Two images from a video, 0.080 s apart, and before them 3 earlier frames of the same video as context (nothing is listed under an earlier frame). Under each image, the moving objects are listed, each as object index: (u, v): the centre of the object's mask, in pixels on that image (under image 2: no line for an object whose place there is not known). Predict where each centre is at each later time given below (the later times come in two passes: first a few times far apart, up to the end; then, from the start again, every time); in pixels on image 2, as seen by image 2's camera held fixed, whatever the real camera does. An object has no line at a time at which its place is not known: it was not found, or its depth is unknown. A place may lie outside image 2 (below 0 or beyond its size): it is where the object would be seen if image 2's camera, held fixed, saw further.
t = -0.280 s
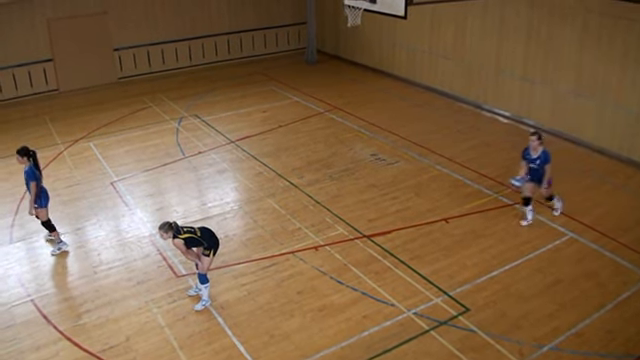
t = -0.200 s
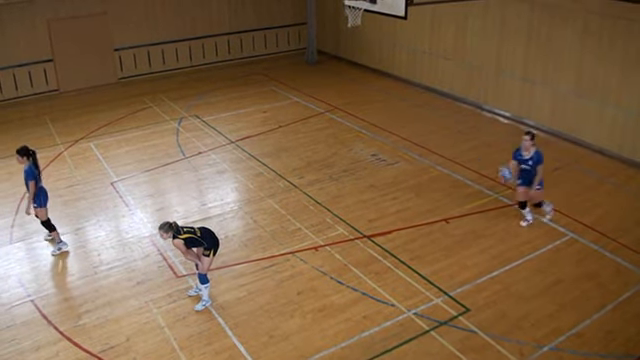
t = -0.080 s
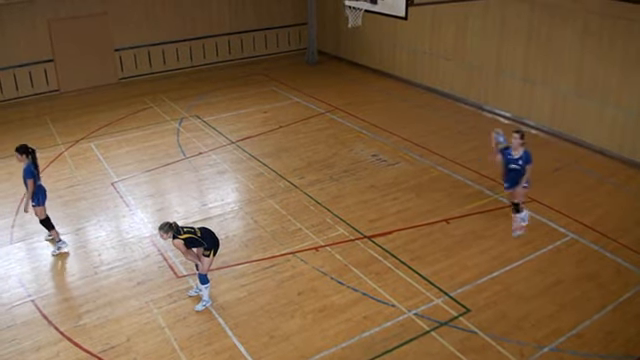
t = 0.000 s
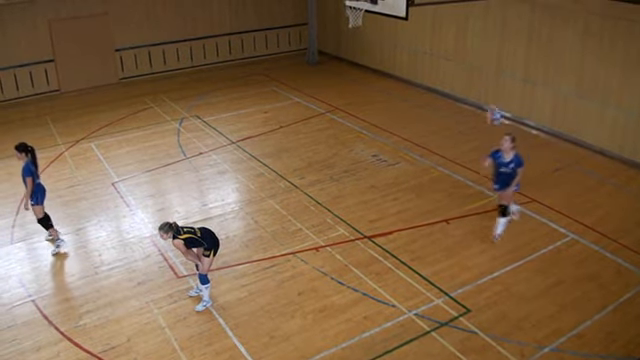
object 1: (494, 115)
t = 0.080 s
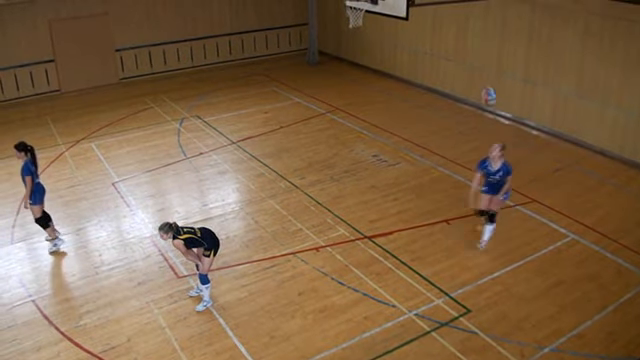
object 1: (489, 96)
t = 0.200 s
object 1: (479, 74)
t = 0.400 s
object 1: (461, 60)
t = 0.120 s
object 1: (486, 88)
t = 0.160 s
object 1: (482, 80)
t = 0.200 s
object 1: (479, 74)
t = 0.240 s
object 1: (476, 69)
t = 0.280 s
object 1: (472, 65)
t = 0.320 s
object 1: (469, 61)
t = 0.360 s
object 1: (466, 60)
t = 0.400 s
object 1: (461, 60)
